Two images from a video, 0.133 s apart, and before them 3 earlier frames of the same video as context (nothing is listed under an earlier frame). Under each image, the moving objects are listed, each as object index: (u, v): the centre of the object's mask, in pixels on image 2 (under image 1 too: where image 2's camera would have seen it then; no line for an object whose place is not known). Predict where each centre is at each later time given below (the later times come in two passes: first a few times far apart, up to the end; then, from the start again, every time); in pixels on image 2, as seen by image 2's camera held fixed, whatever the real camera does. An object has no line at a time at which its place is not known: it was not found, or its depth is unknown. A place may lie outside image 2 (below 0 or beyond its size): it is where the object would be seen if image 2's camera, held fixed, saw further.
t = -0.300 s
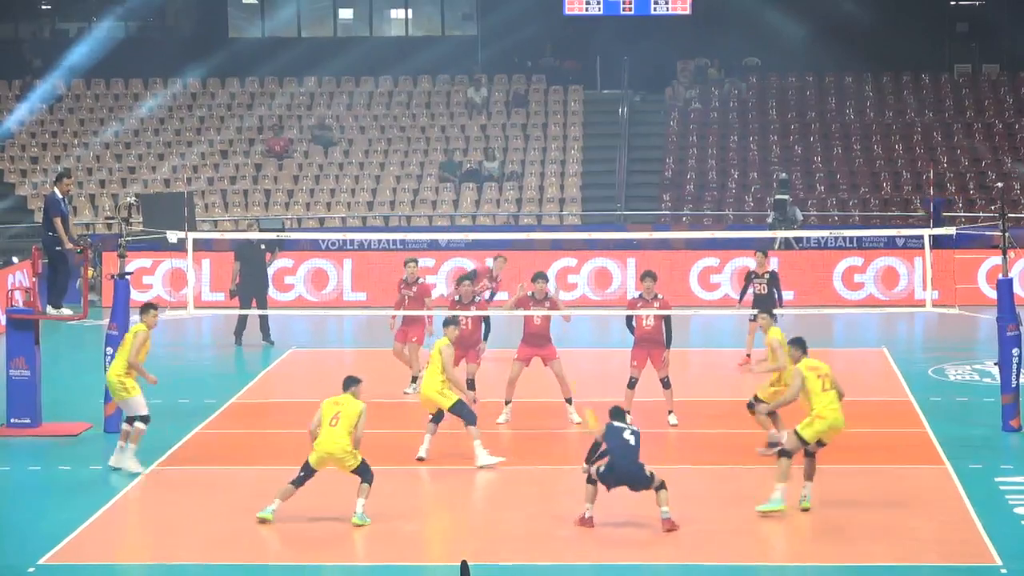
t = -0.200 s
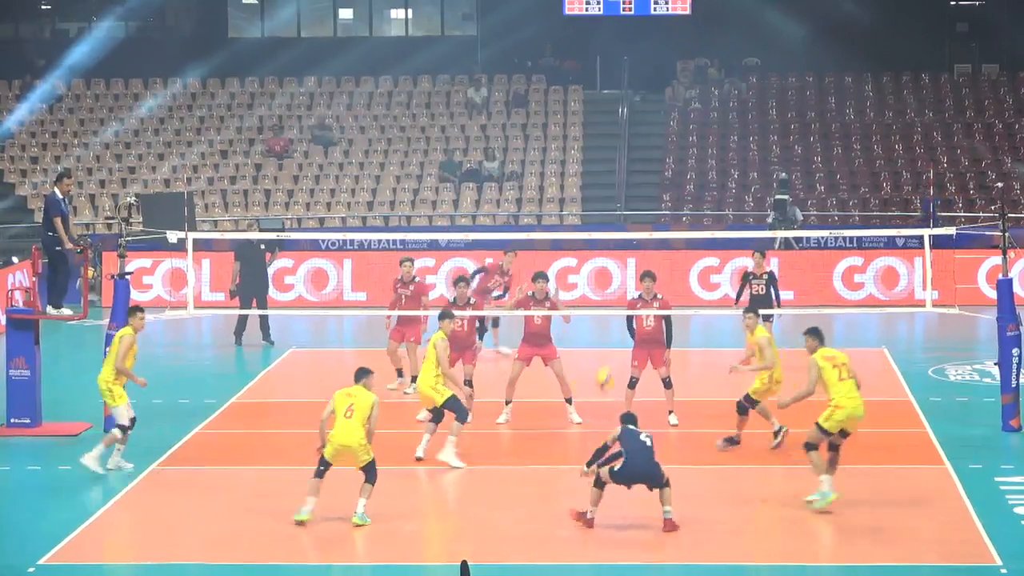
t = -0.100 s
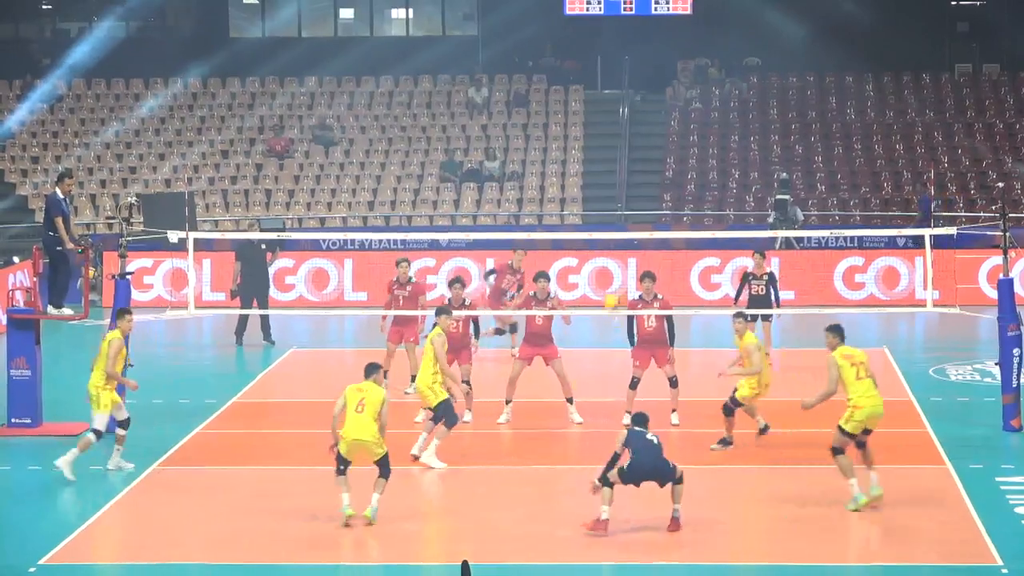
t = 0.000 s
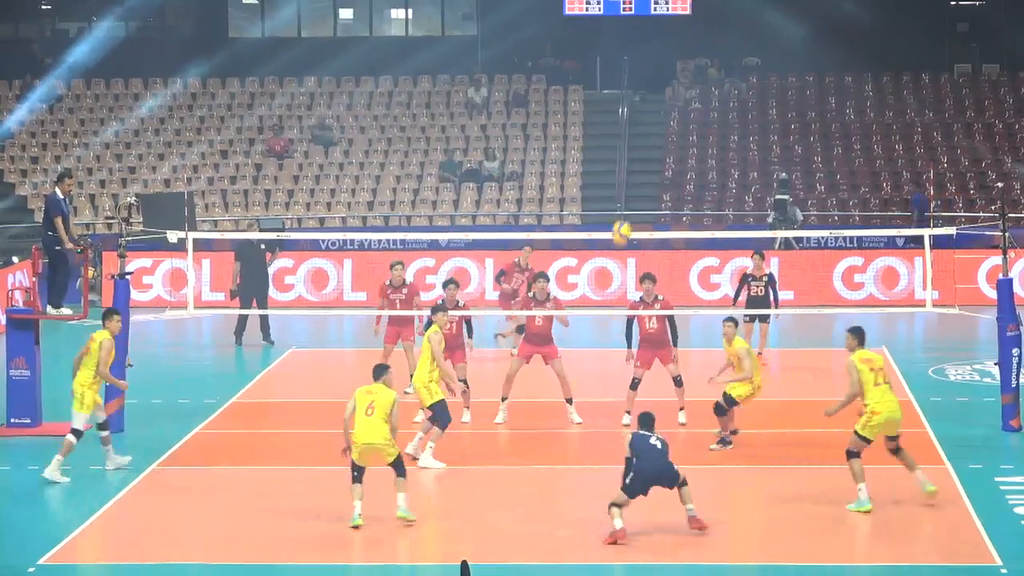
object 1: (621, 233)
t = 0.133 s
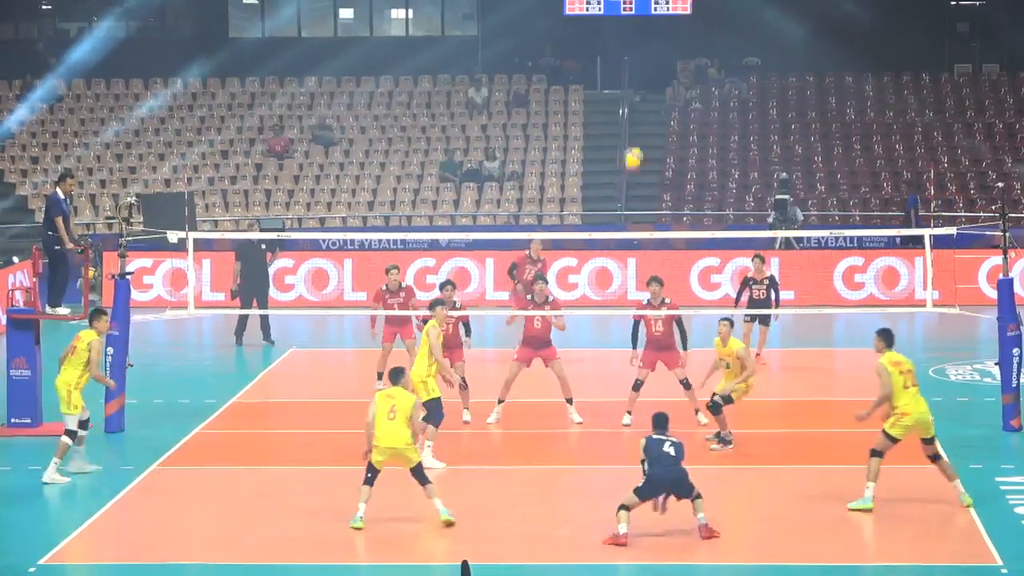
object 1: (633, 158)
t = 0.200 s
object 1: (638, 128)
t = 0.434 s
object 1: (658, 54)
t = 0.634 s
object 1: (675, 31)
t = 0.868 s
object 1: (694, 47)
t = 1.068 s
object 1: (708, 96)
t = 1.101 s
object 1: (710, 107)
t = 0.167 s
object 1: (636, 142)
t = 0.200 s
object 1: (638, 128)
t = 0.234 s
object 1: (642, 114)
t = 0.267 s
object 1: (643, 102)
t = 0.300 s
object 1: (647, 90)
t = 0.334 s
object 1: (650, 79)
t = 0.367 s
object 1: (652, 70)
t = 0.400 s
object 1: (655, 62)
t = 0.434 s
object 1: (658, 54)
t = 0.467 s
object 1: (661, 48)
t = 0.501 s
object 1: (664, 43)
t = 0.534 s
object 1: (667, 38)
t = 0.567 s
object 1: (669, 35)
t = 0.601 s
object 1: (673, 33)
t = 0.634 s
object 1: (675, 31)
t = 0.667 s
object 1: (678, 30)
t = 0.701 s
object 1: (680, 31)
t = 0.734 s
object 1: (683, 33)
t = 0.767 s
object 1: (686, 35)
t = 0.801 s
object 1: (689, 38)
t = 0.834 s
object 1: (691, 42)
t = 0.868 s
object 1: (694, 47)
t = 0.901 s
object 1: (696, 53)
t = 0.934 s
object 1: (699, 60)
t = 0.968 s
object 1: (701, 67)
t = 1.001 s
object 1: (705, 76)
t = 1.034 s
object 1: (707, 86)
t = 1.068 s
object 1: (708, 96)
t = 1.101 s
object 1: (710, 107)
